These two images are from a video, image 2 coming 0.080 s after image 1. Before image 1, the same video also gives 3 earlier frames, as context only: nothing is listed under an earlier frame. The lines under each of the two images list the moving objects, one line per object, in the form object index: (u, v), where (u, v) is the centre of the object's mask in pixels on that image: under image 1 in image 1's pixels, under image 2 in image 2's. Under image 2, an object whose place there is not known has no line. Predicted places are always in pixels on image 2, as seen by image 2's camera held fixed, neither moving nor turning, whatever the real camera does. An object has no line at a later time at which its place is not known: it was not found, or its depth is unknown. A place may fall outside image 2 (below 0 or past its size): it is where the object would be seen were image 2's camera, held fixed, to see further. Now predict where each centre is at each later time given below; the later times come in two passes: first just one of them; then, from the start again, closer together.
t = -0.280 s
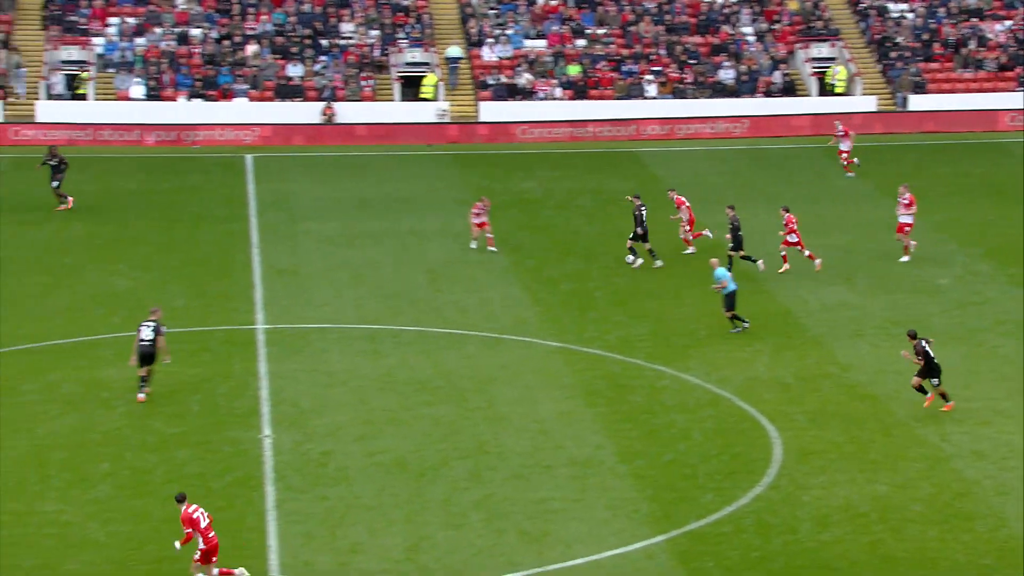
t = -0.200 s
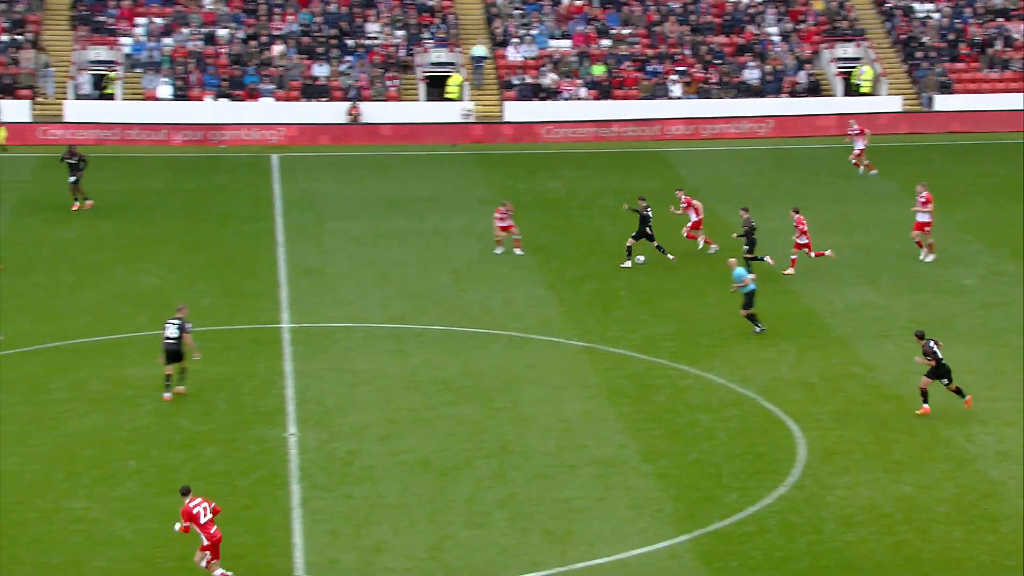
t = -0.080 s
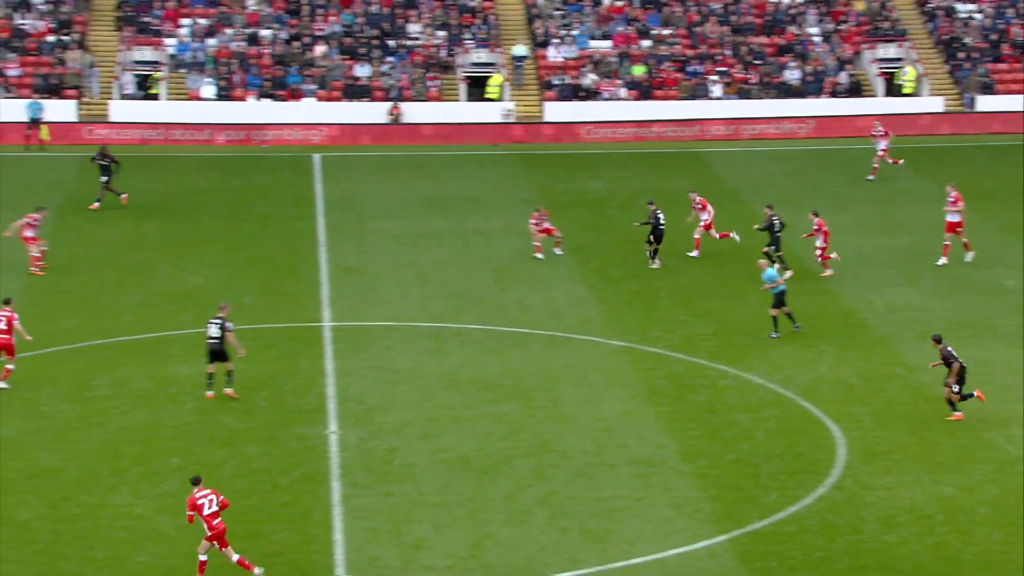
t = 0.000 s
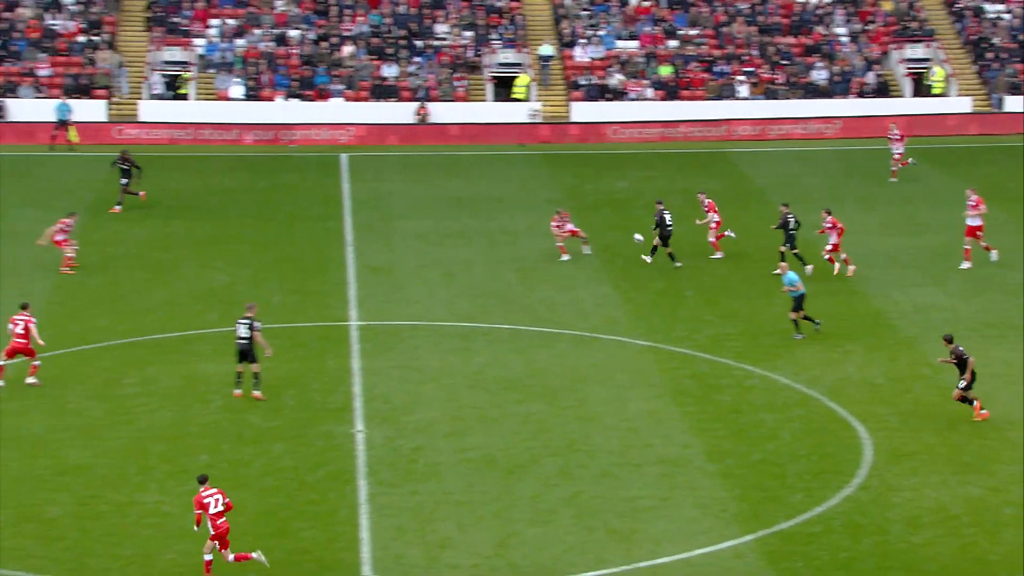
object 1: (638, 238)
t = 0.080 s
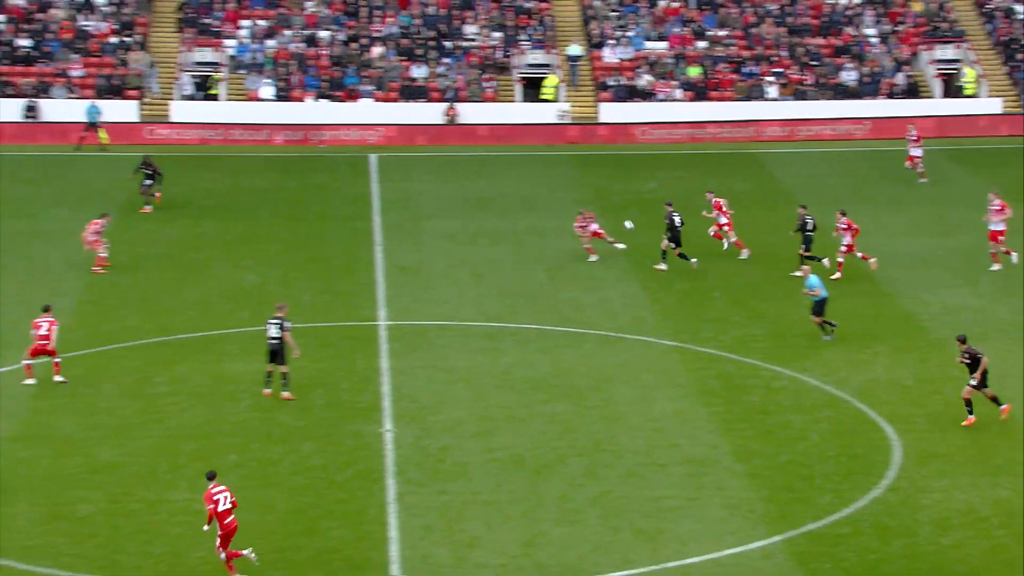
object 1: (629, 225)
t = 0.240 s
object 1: (562, 205)
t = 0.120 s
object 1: (611, 219)
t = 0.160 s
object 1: (596, 213)
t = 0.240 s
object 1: (562, 205)
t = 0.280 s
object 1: (547, 201)
